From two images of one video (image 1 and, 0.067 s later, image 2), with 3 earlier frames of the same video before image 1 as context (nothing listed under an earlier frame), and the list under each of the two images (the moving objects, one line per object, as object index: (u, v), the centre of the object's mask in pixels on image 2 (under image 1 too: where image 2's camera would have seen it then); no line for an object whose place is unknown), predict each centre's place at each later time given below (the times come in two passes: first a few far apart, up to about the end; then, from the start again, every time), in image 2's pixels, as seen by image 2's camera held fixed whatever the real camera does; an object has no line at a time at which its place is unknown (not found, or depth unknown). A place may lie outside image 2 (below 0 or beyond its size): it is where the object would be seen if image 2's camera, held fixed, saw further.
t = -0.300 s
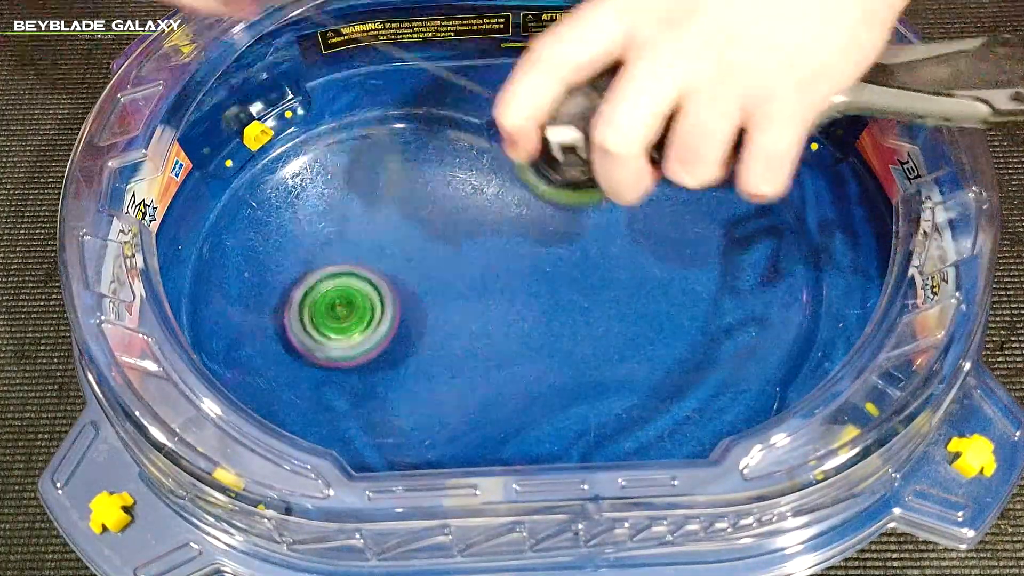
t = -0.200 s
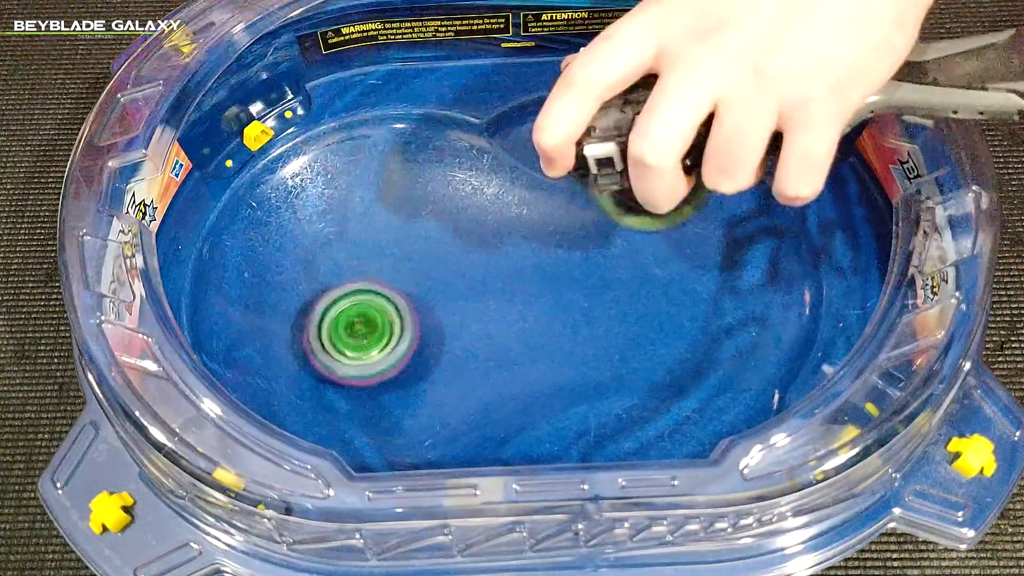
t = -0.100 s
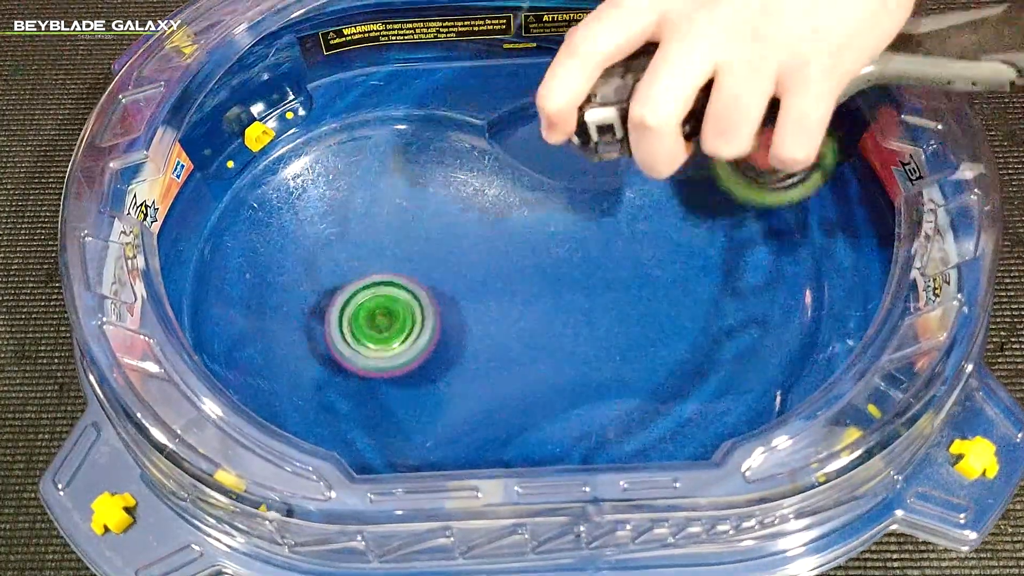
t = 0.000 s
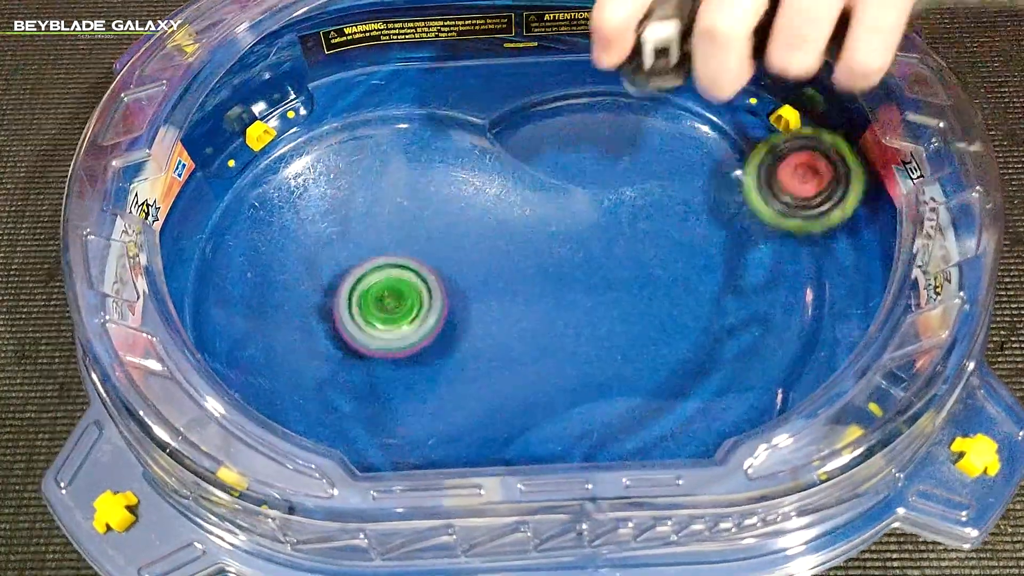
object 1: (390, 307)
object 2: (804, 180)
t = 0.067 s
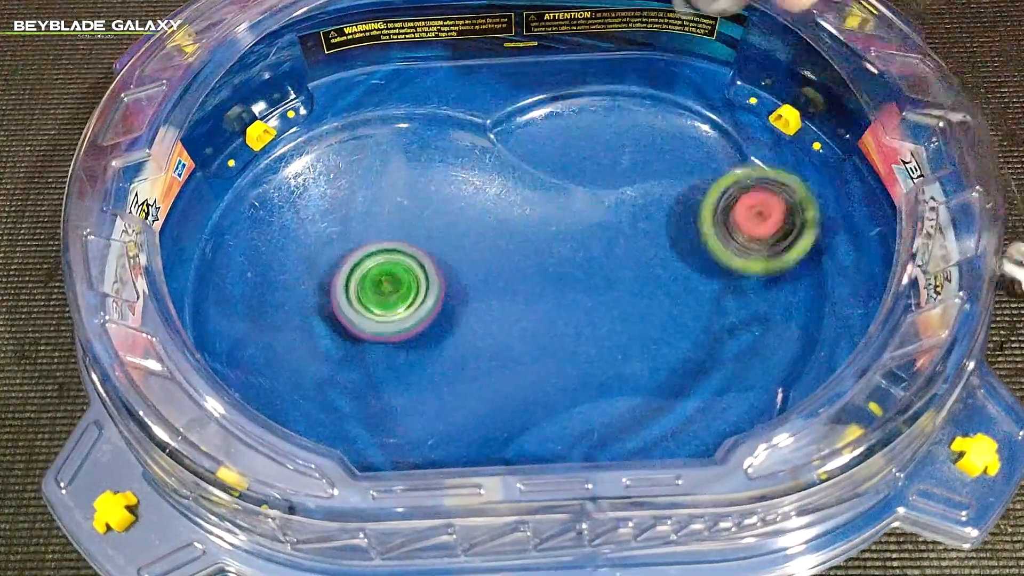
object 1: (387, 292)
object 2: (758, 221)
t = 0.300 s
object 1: (343, 287)
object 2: (486, 260)
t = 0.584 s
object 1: (382, 380)
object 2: (339, 150)
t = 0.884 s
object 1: (511, 353)
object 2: (340, 306)
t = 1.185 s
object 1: (540, 304)
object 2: (354, 221)
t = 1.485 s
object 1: (550, 358)
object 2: (565, 249)
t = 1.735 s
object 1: (607, 432)
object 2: (485, 365)
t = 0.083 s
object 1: (385, 288)
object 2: (745, 236)
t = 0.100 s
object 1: (381, 284)
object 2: (729, 241)
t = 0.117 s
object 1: (378, 279)
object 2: (713, 245)
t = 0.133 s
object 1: (376, 276)
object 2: (696, 252)
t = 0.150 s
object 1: (372, 273)
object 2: (679, 259)
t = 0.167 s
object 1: (368, 271)
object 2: (660, 260)
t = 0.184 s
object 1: (364, 271)
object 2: (641, 264)
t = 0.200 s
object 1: (360, 271)
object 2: (621, 265)
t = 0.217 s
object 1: (356, 272)
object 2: (600, 266)
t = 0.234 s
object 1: (352, 273)
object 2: (580, 267)
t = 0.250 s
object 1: (349, 276)
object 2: (557, 266)
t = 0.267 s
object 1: (346, 279)
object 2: (535, 264)
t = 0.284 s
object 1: (344, 283)
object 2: (511, 263)
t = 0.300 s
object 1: (343, 287)
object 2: (486, 260)
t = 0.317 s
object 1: (342, 291)
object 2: (460, 258)
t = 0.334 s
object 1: (337, 300)
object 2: (441, 249)
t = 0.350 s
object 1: (328, 312)
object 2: (425, 234)
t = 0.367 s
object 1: (321, 323)
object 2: (411, 219)
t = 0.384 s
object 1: (317, 334)
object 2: (397, 205)
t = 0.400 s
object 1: (316, 343)
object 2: (385, 190)
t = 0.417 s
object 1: (316, 350)
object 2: (375, 175)
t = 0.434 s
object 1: (319, 357)
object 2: (366, 163)
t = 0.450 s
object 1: (323, 364)
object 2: (358, 152)
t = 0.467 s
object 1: (327, 367)
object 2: (352, 143)
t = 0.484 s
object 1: (335, 372)
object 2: (348, 139)
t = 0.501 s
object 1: (341, 375)
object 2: (345, 137)
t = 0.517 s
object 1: (349, 377)
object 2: (342, 138)
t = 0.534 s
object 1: (357, 379)
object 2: (341, 137)
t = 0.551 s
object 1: (366, 381)
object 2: (339, 140)
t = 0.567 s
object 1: (373, 381)
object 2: (339, 144)
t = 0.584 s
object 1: (382, 380)
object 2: (339, 150)
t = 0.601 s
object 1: (391, 379)
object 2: (341, 158)
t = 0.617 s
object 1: (398, 378)
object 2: (345, 168)
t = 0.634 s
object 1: (406, 375)
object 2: (350, 180)
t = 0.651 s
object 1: (413, 373)
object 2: (357, 192)
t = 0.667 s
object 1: (419, 370)
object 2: (364, 205)
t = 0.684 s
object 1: (425, 365)
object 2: (373, 218)
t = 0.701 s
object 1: (431, 362)
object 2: (381, 230)
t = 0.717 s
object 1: (436, 357)
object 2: (391, 242)
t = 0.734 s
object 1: (441, 352)
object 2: (399, 252)
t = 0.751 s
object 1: (446, 349)
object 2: (402, 259)
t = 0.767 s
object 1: (457, 350)
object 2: (398, 263)
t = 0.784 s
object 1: (467, 353)
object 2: (395, 269)
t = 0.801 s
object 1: (479, 359)
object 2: (389, 275)
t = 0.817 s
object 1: (486, 360)
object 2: (381, 282)
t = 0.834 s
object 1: (493, 360)
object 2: (373, 290)
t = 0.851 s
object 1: (500, 358)
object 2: (362, 297)
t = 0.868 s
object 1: (506, 357)
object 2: (351, 302)
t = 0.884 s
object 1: (511, 353)
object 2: (340, 306)
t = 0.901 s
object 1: (516, 350)
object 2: (329, 309)
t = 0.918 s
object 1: (521, 347)
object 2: (319, 311)
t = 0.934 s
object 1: (525, 344)
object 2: (311, 311)
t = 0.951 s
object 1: (529, 340)
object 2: (303, 310)
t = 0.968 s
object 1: (534, 337)
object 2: (297, 308)
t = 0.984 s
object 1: (536, 334)
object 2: (293, 305)
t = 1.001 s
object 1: (539, 331)
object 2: (290, 301)
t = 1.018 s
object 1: (542, 327)
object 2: (288, 297)
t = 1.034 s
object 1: (544, 325)
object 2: (288, 292)
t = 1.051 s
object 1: (545, 322)
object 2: (290, 286)
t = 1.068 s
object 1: (545, 319)
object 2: (293, 279)
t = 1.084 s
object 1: (546, 316)
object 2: (298, 272)
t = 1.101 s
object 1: (546, 314)
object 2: (303, 265)
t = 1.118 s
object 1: (545, 312)
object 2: (311, 257)
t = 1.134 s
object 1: (545, 309)
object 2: (319, 248)
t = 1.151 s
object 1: (544, 307)
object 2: (329, 239)
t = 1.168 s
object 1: (542, 306)
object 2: (341, 229)
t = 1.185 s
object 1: (540, 304)
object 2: (354, 221)
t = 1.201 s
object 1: (539, 302)
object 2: (371, 213)
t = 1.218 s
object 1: (537, 301)
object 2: (387, 207)
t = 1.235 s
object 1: (534, 300)
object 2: (404, 204)
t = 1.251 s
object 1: (532, 299)
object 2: (422, 202)
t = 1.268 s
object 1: (529, 297)
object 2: (440, 204)
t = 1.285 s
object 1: (526, 296)
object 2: (457, 207)
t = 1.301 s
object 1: (525, 300)
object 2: (471, 208)
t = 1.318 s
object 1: (527, 315)
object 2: (481, 201)
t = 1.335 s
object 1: (529, 327)
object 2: (490, 196)
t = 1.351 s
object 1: (531, 337)
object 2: (500, 193)
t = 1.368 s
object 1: (531, 346)
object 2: (508, 192)
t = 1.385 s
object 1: (532, 353)
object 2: (517, 194)
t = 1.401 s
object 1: (534, 357)
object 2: (526, 198)
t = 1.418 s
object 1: (536, 360)
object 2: (535, 205)
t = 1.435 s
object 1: (539, 361)
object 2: (543, 214)
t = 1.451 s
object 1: (542, 361)
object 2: (552, 224)
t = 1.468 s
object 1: (546, 360)
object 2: (559, 237)
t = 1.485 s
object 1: (550, 358)
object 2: (565, 249)
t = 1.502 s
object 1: (553, 361)
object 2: (569, 258)
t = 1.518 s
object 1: (555, 371)
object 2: (572, 261)
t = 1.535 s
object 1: (559, 378)
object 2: (573, 265)
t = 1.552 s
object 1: (561, 383)
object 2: (574, 271)
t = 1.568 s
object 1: (565, 387)
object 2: (573, 275)
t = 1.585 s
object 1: (569, 390)
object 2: (570, 282)
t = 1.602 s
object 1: (574, 393)
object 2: (566, 288)
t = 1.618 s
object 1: (578, 397)
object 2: (562, 296)
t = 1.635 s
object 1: (581, 401)
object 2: (555, 304)
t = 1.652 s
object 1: (584, 407)
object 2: (548, 314)
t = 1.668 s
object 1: (588, 413)
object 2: (539, 325)
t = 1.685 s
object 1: (591, 419)
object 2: (528, 335)
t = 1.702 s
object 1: (596, 423)
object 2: (516, 346)
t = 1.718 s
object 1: (602, 429)
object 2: (501, 356)
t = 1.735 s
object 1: (607, 432)
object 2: (485, 365)
